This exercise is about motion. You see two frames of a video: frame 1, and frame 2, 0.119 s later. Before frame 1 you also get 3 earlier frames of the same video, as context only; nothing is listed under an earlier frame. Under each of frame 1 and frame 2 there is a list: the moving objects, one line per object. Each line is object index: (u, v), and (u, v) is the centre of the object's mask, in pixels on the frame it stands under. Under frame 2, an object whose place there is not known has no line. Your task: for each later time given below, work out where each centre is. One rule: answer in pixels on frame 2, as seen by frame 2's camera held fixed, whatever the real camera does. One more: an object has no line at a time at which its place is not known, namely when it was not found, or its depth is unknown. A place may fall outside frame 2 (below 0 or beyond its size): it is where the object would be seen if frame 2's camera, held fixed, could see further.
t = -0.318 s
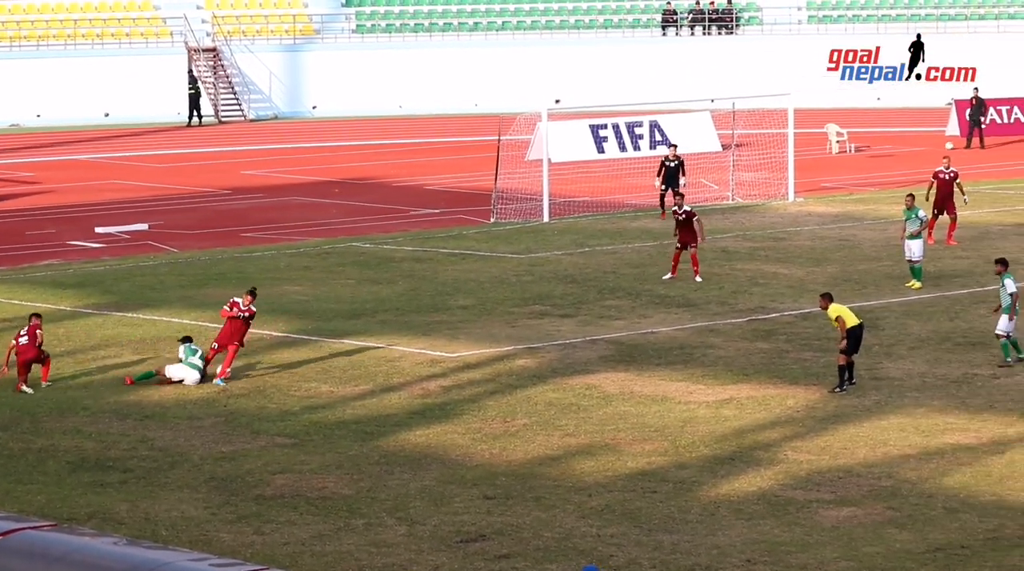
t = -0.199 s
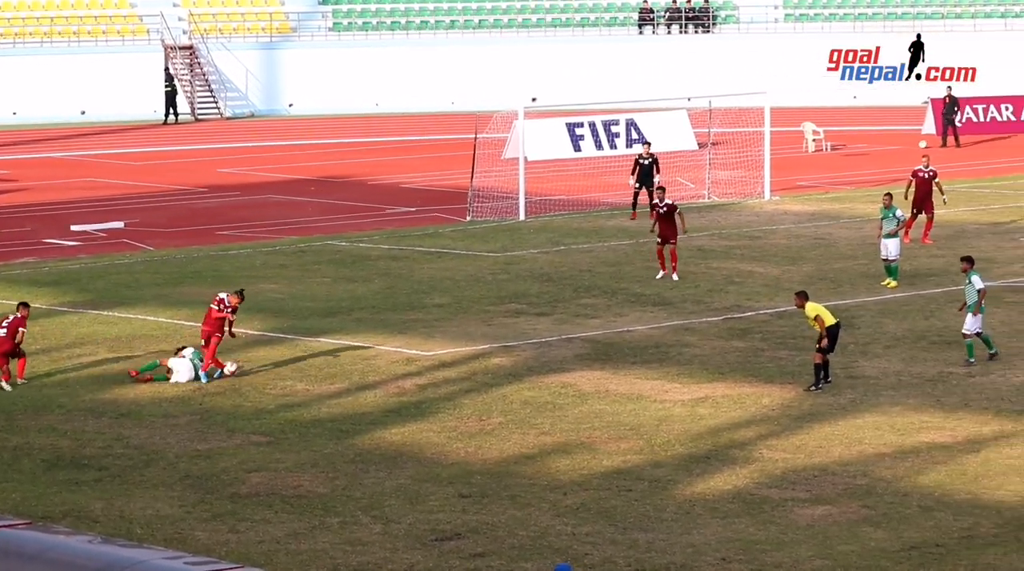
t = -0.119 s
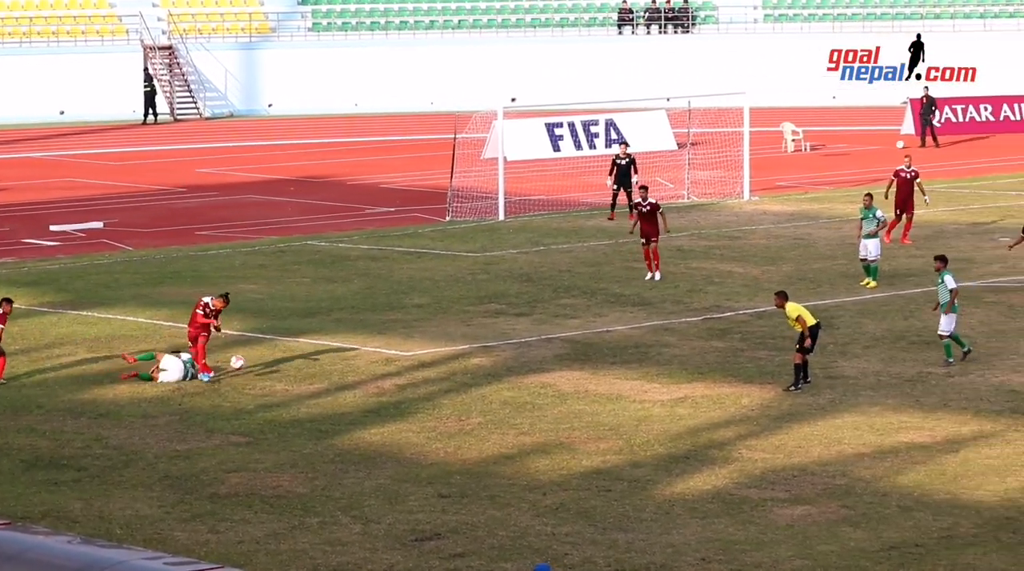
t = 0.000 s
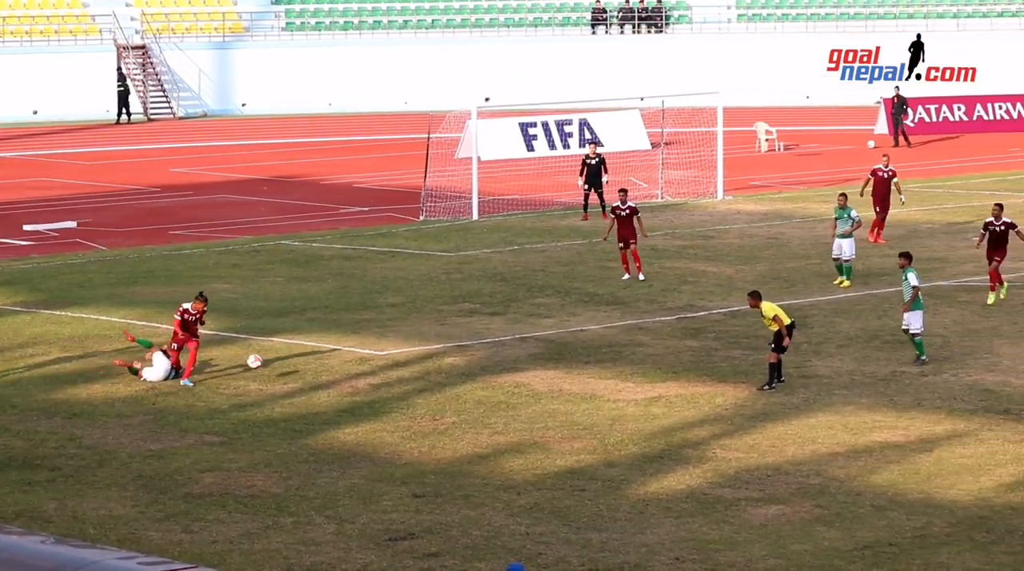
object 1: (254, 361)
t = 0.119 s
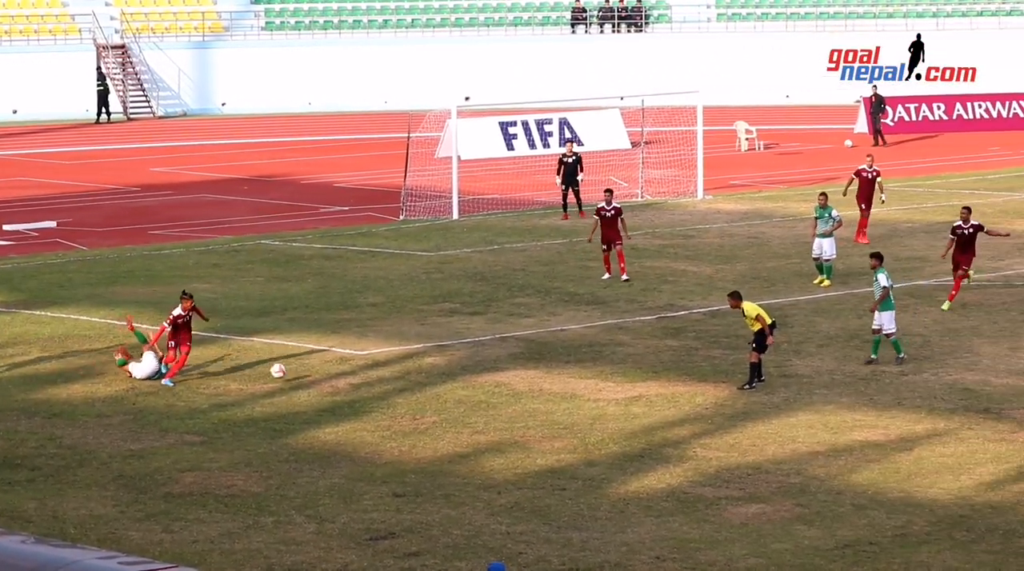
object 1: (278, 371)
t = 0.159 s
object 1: (292, 376)
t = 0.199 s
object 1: (305, 377)
